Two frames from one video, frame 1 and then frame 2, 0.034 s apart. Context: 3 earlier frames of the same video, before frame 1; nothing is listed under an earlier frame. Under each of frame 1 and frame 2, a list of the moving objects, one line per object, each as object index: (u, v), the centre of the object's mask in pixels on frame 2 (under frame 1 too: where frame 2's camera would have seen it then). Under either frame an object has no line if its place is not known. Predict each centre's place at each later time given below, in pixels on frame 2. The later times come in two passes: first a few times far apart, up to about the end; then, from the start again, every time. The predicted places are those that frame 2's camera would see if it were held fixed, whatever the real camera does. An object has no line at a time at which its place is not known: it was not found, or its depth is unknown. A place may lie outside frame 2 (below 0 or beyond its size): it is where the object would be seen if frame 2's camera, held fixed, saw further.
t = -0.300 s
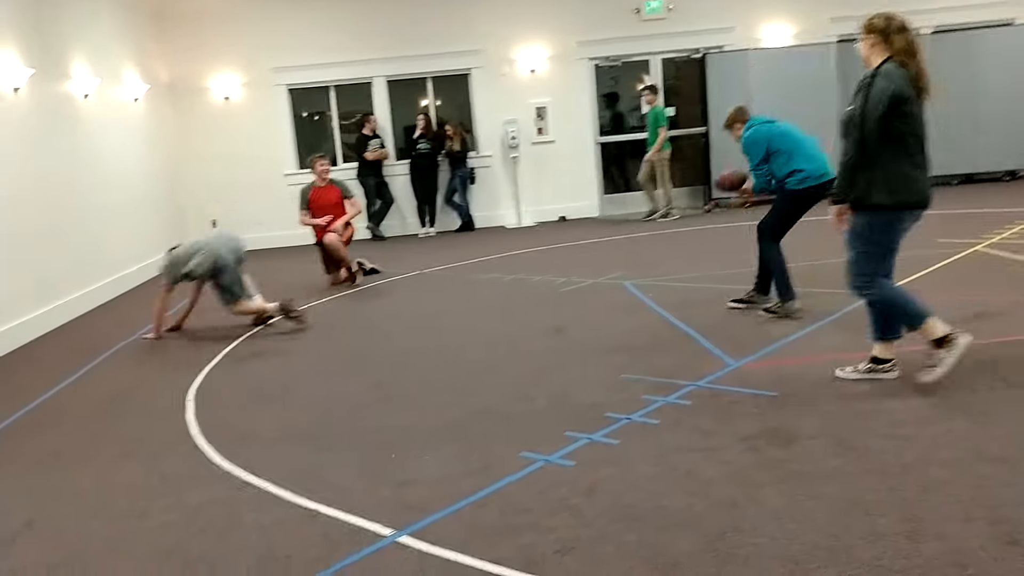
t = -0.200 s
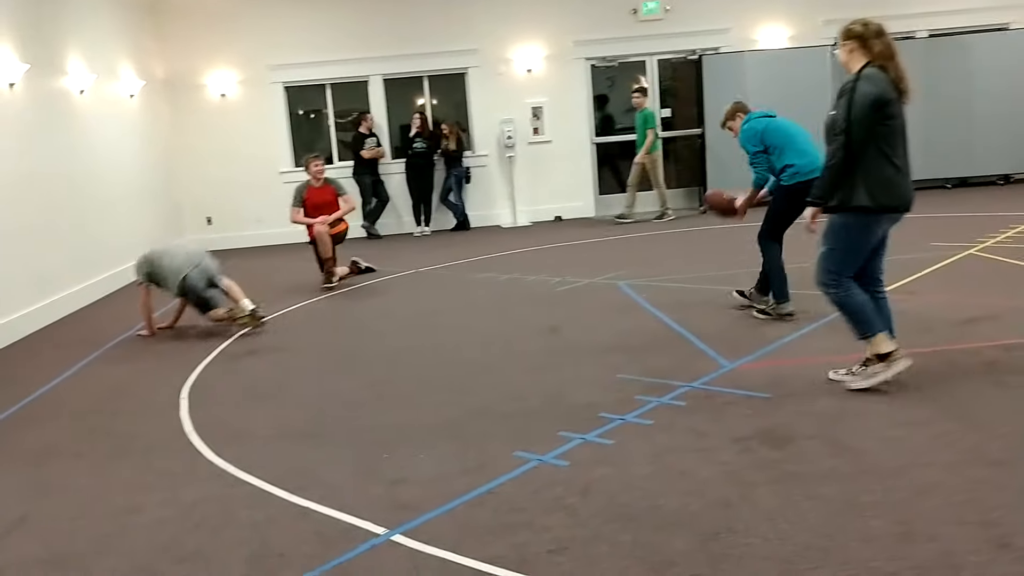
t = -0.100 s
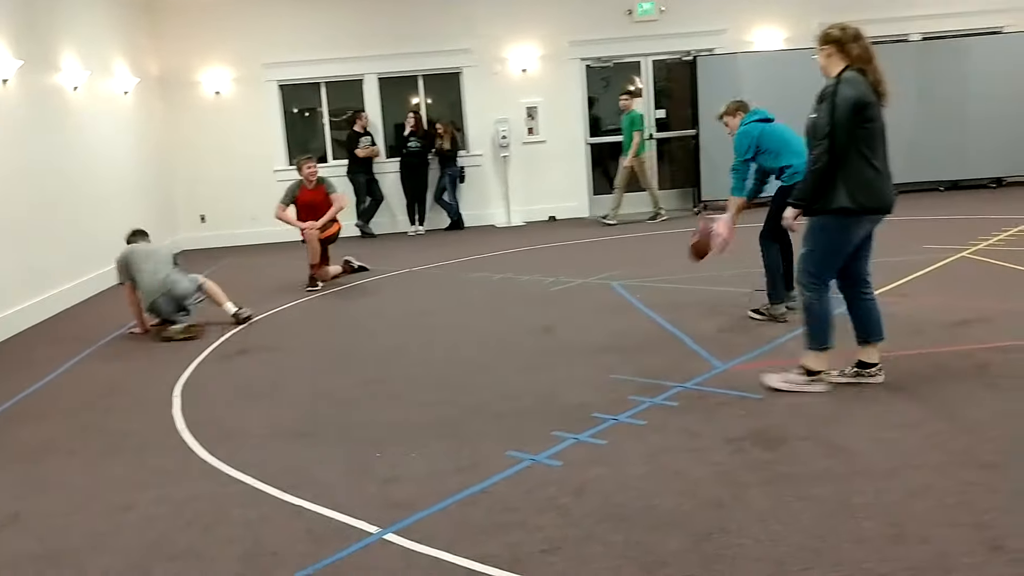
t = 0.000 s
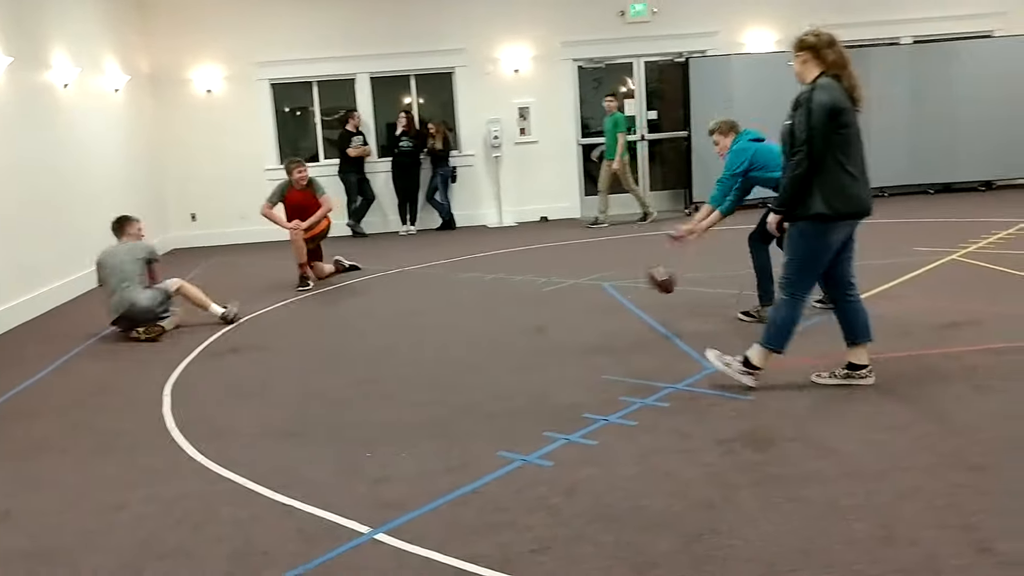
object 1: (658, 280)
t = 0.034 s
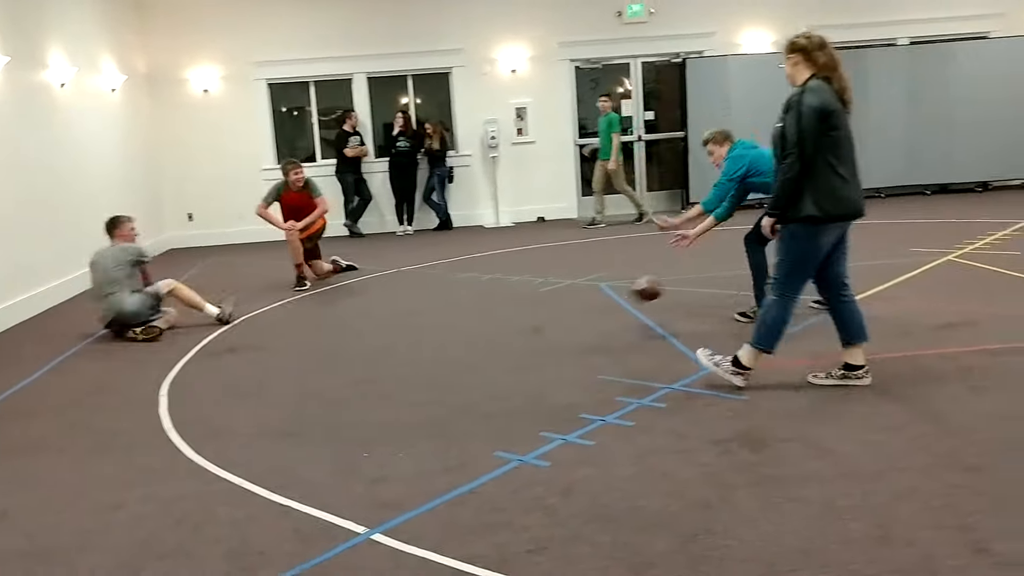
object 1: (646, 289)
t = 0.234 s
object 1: (564, 324)
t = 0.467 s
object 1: (499, 302)
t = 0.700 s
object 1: (448, 322)
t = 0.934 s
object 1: (386, 340)
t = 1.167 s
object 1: (329, 373)
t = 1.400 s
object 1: (294, 344)
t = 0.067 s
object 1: (632, 303)
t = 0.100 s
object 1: (619, 319)
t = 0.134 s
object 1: (606, 318)
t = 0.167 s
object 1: (591, 318)
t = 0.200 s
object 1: (578, 320)
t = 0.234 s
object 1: (564, 324)
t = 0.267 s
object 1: (552, 328)
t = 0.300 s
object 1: (539, 334)
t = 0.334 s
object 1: (530, 328)
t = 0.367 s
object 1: (522, 318)
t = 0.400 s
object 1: (514, 310)
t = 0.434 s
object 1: (507, 305)
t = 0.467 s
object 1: (499, 302)
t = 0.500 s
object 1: (491, 300)
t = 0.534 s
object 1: (484, 299)
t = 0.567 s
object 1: (476, 301)
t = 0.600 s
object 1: (469, 304)
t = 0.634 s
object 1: (462, 309)
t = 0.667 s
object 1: (454, 315)
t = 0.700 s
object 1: (448, 322)
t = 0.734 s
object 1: (440, 334)
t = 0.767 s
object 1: (433, 348)
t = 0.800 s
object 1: (423, 353)
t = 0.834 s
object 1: (413, 355)
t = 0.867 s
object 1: (404, 349)
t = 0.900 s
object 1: (396, 343)
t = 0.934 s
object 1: (386, 340)
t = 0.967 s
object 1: (378, 338)
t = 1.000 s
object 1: (369, 340)
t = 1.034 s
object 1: (362, 342)
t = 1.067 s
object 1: (353, 346)
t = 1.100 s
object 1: (345, 352)
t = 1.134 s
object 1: (337, 360)
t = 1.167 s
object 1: (329, 373)
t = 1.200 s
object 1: (322, 372)
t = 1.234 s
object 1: (317, 363)
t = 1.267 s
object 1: (313, 355)
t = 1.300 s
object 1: (308, 350)
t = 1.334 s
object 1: (304, 347)
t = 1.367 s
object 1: (299, 344)
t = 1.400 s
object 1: (294, 344)
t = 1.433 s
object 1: (290, 346)
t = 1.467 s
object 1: (285, 350)
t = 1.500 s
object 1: (282, 356)
